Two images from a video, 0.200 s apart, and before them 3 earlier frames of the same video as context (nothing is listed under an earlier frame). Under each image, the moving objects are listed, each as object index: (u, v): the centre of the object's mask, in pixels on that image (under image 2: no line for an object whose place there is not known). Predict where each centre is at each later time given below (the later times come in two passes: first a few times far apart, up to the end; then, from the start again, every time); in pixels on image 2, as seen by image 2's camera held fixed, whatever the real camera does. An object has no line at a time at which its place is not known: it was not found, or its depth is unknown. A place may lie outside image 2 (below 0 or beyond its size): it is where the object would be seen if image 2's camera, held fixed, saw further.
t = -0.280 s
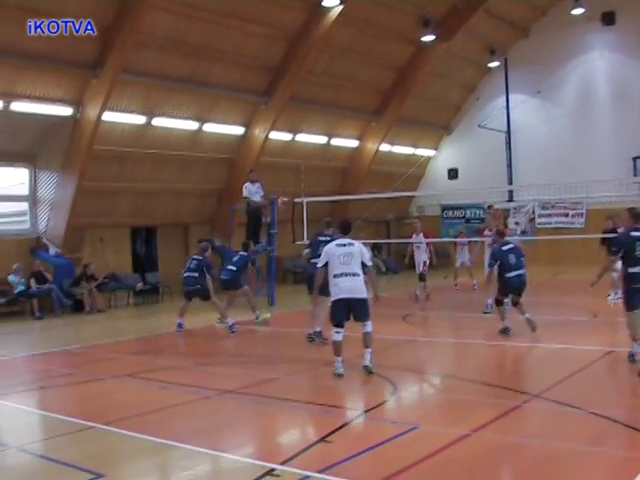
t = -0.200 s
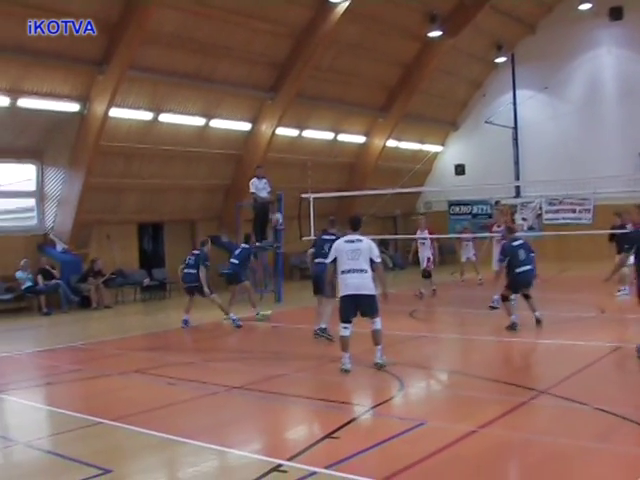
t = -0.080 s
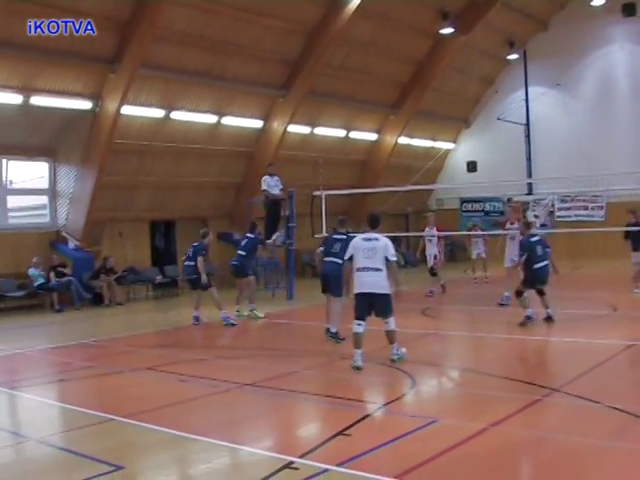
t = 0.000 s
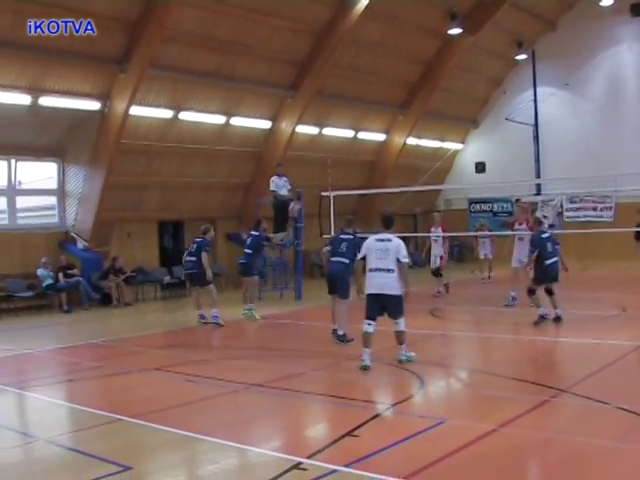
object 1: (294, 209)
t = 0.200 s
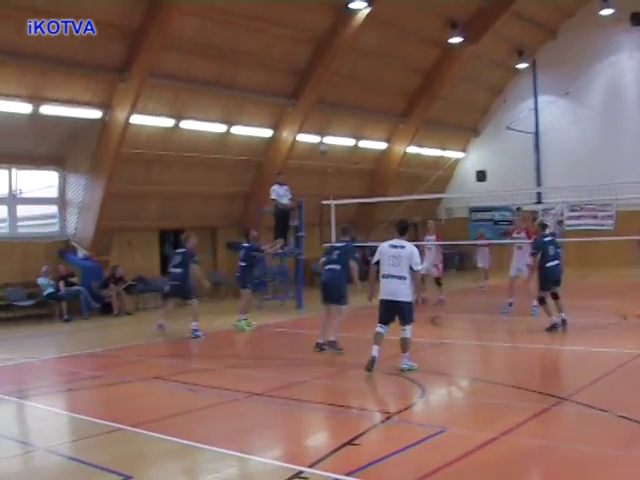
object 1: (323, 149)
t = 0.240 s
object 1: (324, 139)
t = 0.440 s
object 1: (354, 97)
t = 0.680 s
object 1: (389, 72)
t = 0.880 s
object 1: (419, 75)
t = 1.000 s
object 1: (438, 87)
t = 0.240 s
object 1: (324, 139)
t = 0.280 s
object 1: (333, 126)
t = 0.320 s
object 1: (338, 118)
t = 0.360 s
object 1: (343, 110)
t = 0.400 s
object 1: (349, 103)
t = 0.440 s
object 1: (354, 97)
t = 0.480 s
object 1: (360, 89)
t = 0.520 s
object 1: (366, 85)
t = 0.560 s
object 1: (371, 80)
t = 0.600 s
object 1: (376, 77)
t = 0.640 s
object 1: (383, 74)
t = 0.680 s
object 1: (389, 72)
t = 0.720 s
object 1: (395, 71)
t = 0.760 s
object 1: (401, 70)
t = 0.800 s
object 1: (406, 71)
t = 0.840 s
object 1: (413, 73)
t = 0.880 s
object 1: (419, 75)
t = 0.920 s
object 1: (426, 78)
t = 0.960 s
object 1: (432, 83)
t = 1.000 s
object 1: (438, 87)
